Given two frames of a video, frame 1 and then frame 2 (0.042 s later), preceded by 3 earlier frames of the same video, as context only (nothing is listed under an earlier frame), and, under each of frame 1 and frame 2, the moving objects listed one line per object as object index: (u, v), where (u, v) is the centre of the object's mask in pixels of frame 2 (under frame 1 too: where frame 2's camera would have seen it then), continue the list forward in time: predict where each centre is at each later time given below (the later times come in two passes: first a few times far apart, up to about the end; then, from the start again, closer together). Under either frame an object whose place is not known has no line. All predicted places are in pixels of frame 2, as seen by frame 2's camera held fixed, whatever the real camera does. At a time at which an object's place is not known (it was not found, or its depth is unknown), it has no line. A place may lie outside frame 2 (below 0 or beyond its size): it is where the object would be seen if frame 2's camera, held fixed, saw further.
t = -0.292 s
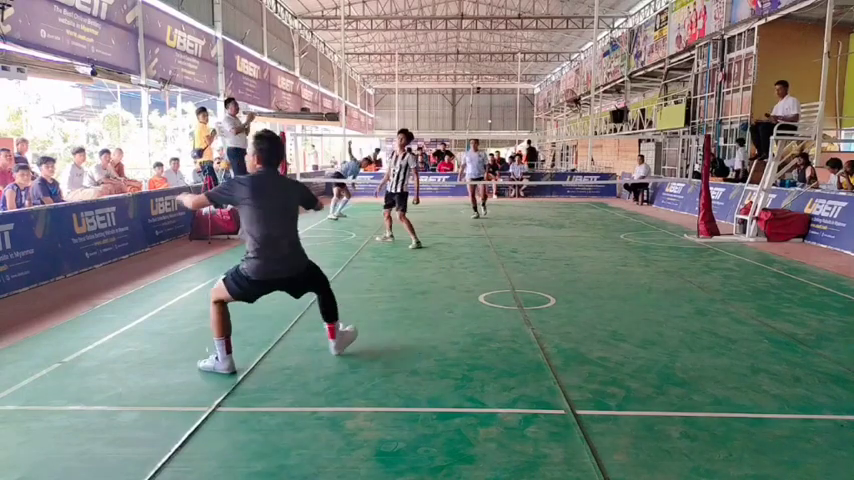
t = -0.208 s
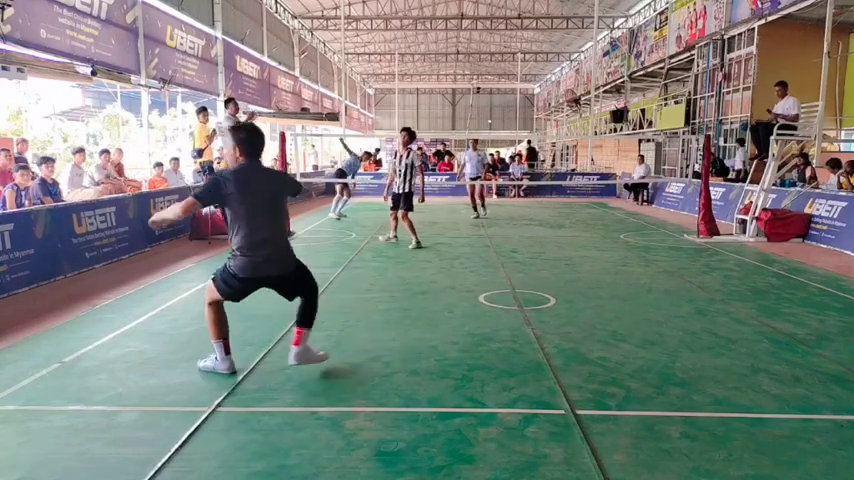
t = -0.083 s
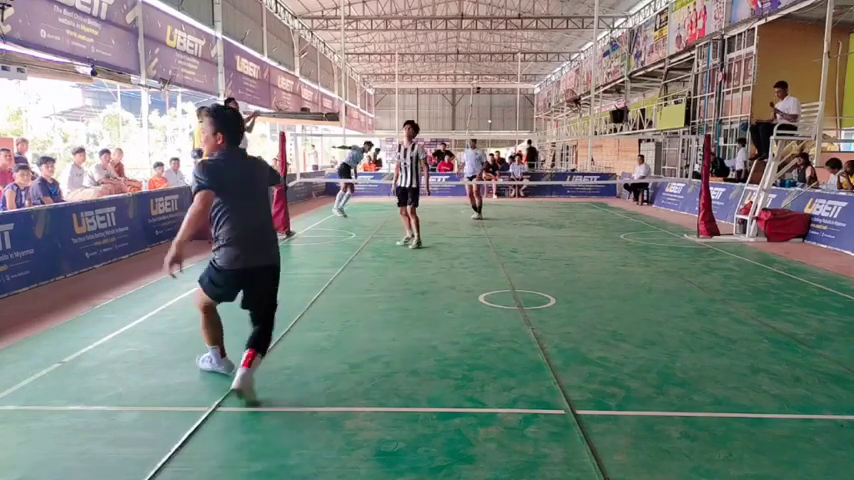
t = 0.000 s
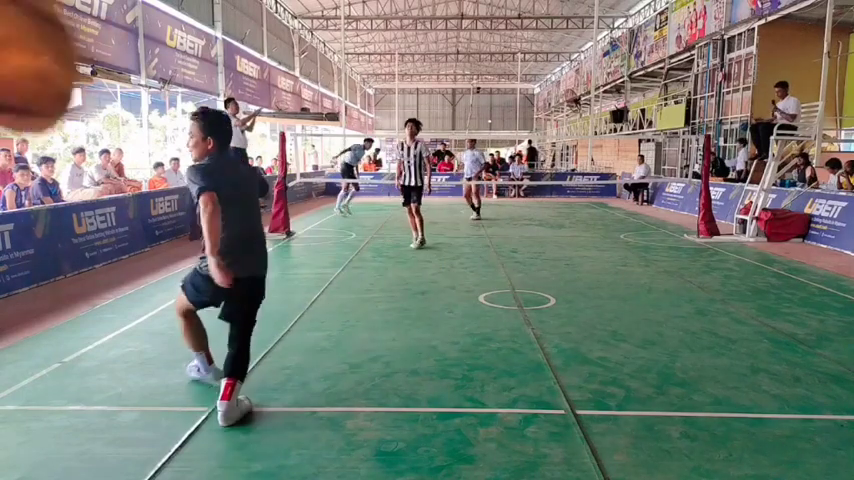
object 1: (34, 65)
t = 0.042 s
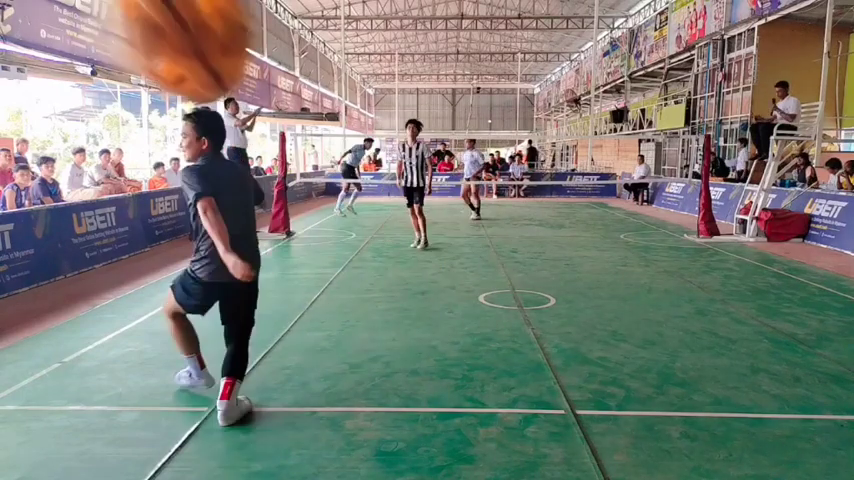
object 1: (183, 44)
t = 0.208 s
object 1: (408, 110)
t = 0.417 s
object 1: (471, 230)
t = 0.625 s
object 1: (493, 349)
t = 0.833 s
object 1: (509, 277)
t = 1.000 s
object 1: (519, 252)
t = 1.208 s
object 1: (529, 275)
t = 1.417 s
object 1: (538, 294)
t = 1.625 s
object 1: (546, 274)
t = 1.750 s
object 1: (550, 285)
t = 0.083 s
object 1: (279, 45)
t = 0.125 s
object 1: (342, 63)
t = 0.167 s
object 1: (381, 85)
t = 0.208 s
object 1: (408, 110)
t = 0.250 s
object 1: (428, 134)
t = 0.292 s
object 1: (442, 158)
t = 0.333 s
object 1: (454, 181)
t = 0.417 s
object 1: (471, 230)
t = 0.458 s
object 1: (477, 254)
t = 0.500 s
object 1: (482, 278)
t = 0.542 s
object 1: (486, 302)
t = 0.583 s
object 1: (490, 325)
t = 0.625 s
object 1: (493, 349)
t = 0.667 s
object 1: (496, 350)
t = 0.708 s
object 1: (500, 327)
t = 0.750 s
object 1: (502, 308)
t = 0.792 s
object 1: (506, 291)
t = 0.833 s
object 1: (509, 277)
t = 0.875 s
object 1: (512, 267)
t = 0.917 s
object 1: (515, 259)
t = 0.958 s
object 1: (517, 254)
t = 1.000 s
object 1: (519, 252)
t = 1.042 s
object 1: (522, 252)
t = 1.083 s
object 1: (524, 254)
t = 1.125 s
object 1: (526, 259)
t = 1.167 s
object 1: (527, 266)
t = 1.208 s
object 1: (529, 275)
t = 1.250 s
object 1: (531, 285)
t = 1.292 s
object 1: (532, 298)
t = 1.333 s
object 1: (534, 313)
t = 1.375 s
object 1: (536, 304)
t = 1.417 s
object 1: (538, 294)
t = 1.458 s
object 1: (540, 285)
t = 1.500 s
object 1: (542, 279)
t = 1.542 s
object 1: (543, 275)
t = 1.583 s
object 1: (545, 274)
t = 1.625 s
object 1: (546, 274)
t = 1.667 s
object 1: (548, 276)
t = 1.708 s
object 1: (549, 280)
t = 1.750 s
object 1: (550, 285)
